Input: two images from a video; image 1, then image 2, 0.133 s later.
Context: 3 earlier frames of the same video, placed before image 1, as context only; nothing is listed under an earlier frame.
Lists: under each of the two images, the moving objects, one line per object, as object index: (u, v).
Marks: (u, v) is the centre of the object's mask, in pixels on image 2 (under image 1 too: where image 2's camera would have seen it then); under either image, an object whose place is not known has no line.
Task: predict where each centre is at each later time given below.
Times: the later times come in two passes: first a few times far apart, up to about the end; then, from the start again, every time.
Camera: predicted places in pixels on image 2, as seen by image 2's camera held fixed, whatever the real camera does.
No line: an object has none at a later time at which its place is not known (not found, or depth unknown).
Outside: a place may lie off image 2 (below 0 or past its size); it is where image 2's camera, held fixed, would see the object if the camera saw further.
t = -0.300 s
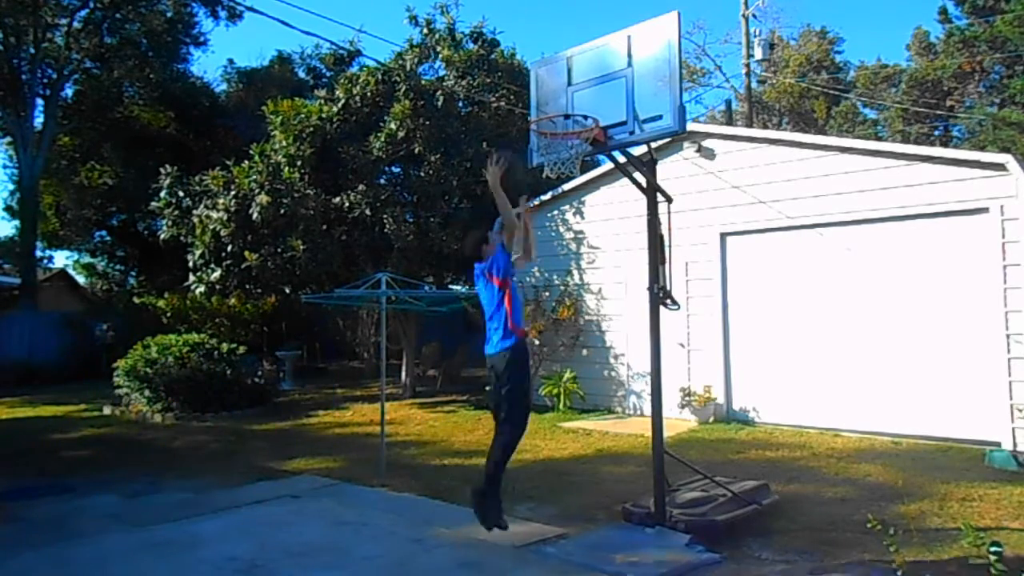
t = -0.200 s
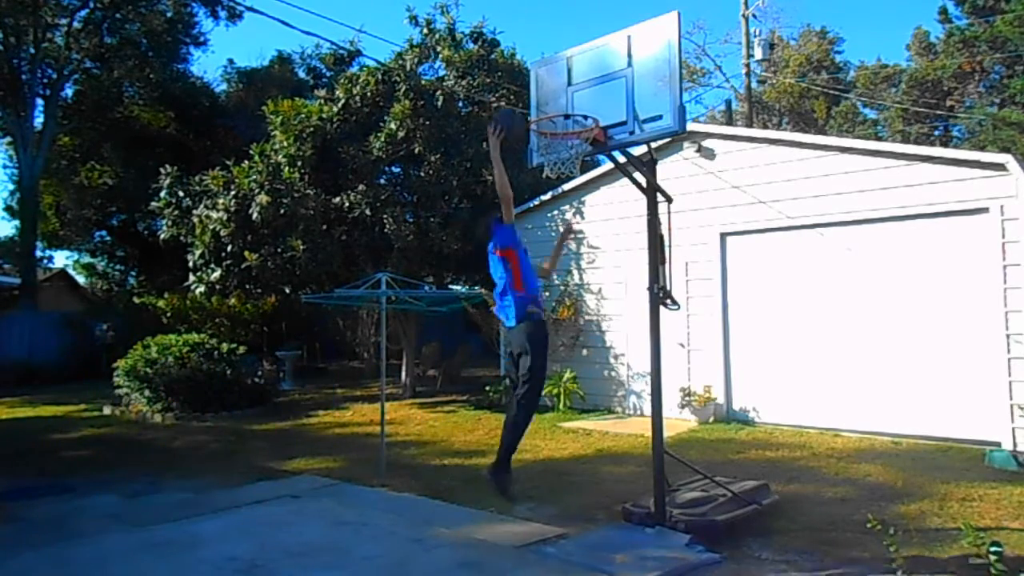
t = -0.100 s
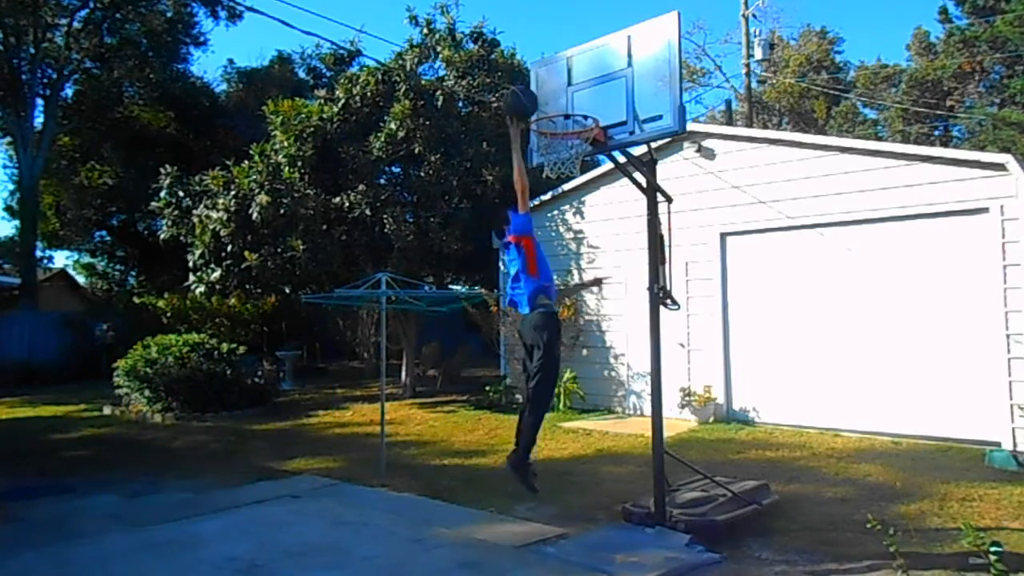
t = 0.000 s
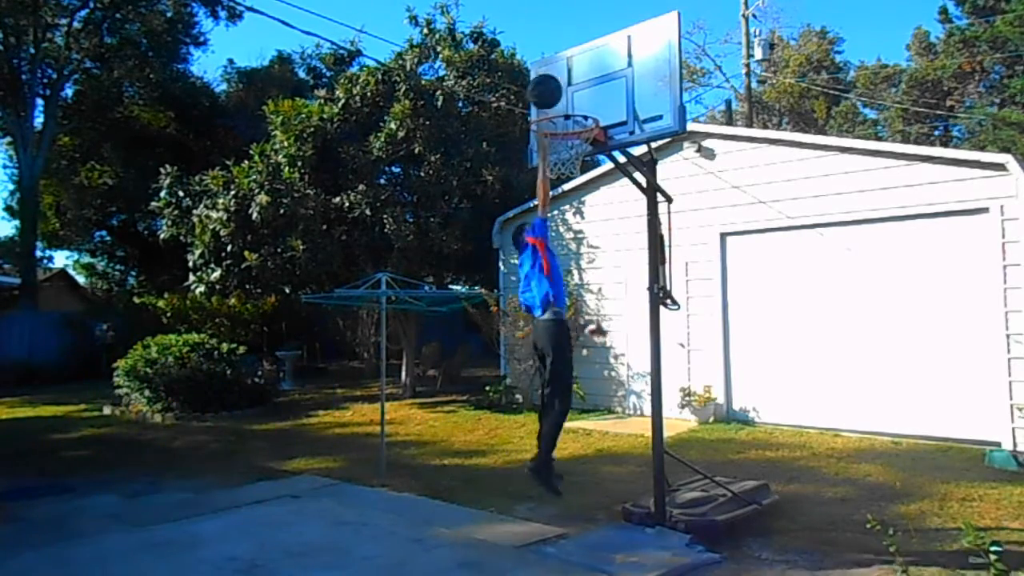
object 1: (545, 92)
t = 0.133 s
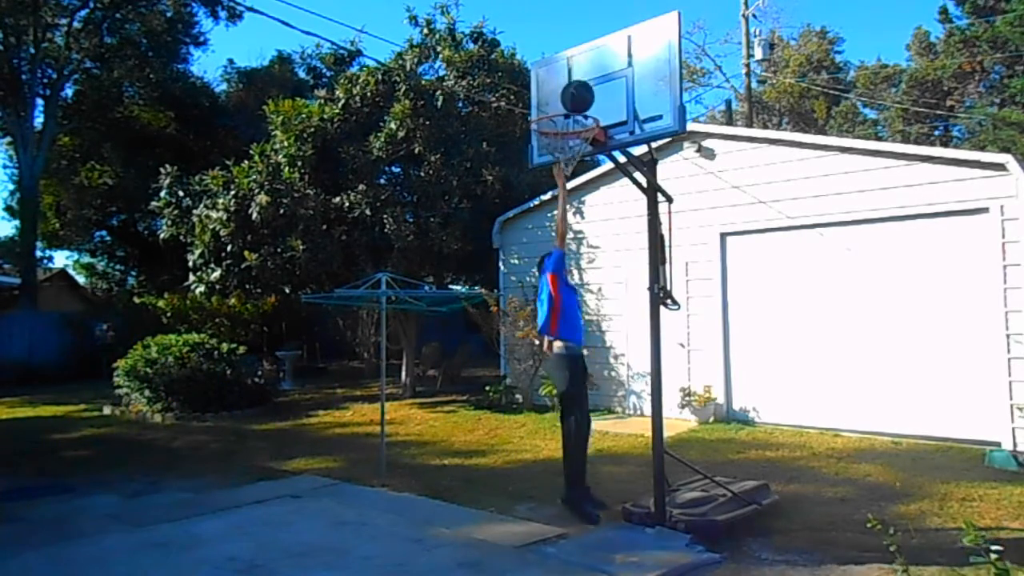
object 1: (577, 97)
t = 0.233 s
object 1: (591, 105)
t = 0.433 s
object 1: (586, 108)
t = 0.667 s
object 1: (566, 128)
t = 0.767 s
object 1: (570, 146)
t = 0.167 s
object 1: (586, 101)
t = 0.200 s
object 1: (591, 108)
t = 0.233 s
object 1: (591, 105)
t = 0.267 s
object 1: (590, 104)
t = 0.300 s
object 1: (590, 103)
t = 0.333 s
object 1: (589, 104)
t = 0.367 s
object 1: (589, 107)
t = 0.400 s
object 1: (588, 110)
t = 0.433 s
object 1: (586, 108)
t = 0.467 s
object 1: (583, 107)
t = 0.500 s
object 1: (580, 107)
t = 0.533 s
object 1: (578, 108)
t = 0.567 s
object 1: (575, 111)
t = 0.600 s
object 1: (573, 116)
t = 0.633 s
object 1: (571, 121)
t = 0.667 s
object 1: (566, 128)
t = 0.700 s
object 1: (566, 136)
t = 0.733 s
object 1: (568, 140)
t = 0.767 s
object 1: (570, 146)
